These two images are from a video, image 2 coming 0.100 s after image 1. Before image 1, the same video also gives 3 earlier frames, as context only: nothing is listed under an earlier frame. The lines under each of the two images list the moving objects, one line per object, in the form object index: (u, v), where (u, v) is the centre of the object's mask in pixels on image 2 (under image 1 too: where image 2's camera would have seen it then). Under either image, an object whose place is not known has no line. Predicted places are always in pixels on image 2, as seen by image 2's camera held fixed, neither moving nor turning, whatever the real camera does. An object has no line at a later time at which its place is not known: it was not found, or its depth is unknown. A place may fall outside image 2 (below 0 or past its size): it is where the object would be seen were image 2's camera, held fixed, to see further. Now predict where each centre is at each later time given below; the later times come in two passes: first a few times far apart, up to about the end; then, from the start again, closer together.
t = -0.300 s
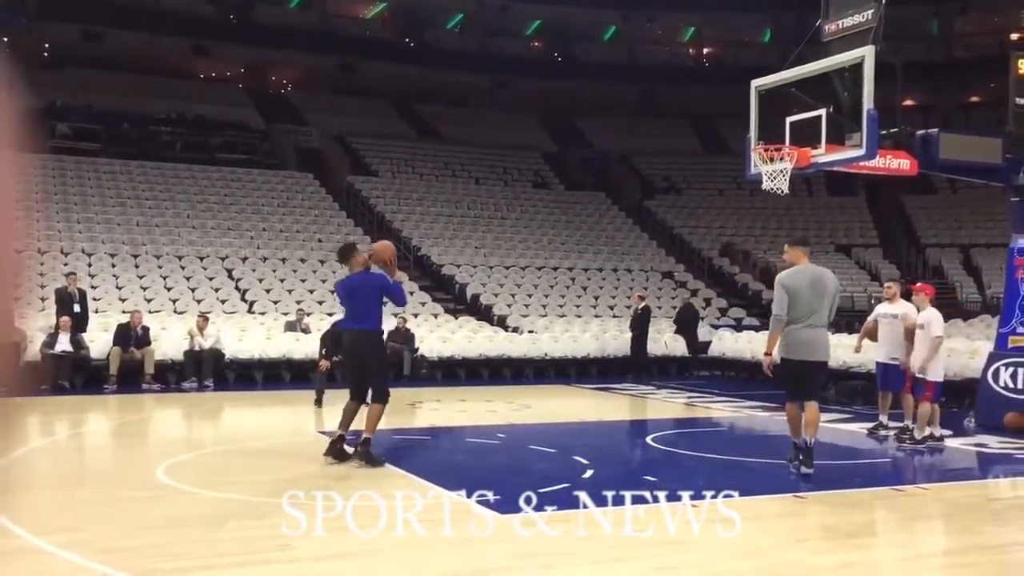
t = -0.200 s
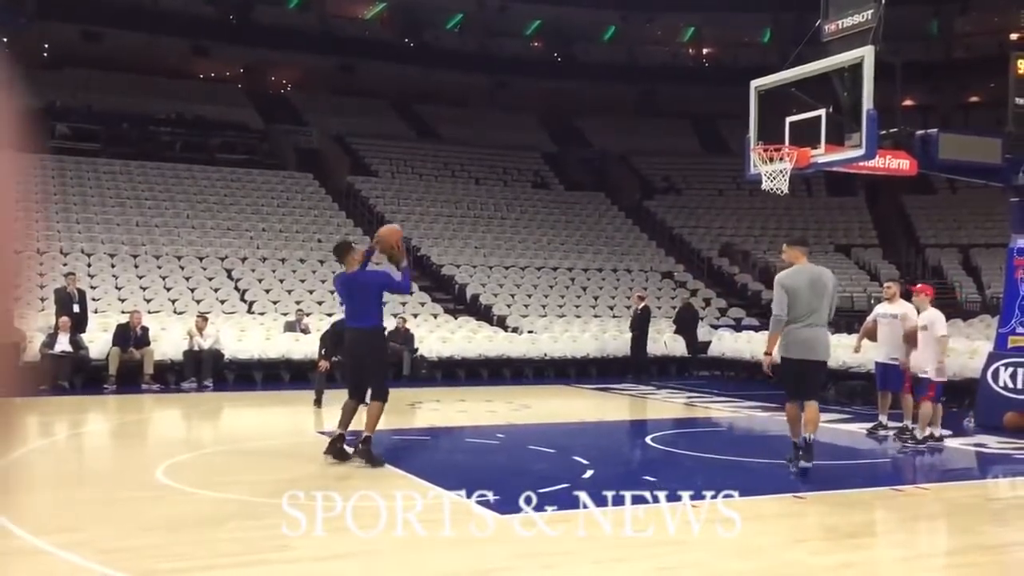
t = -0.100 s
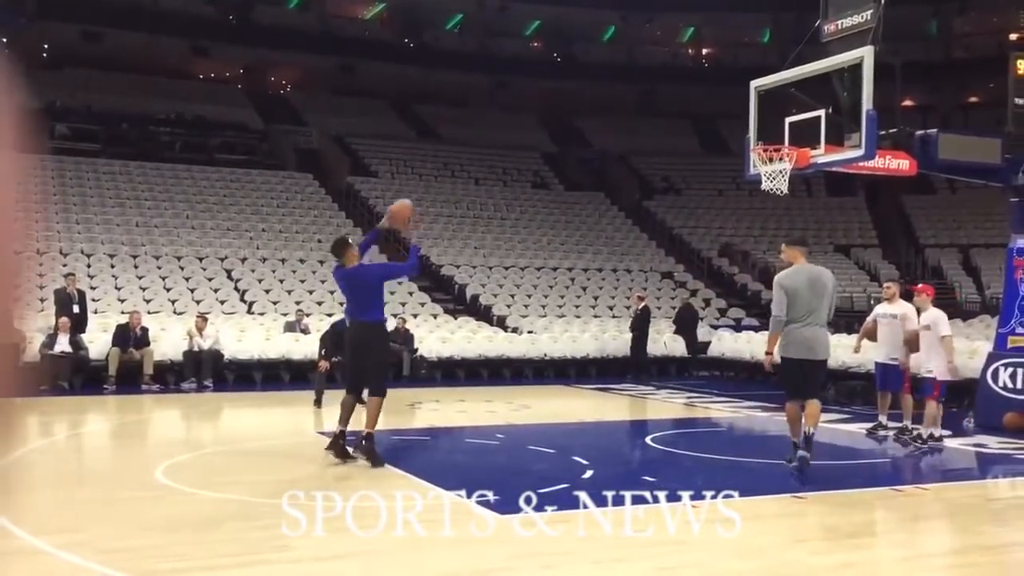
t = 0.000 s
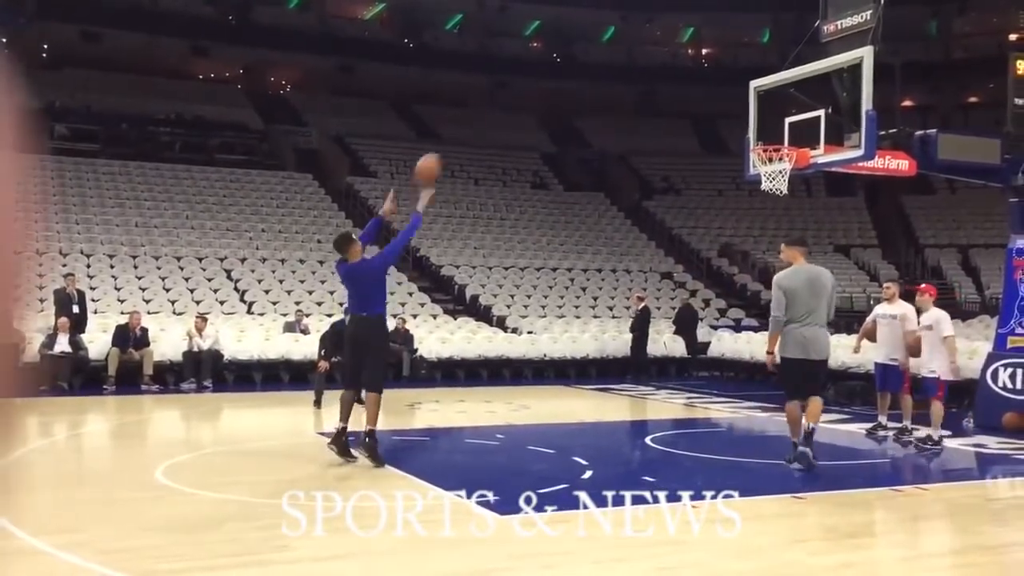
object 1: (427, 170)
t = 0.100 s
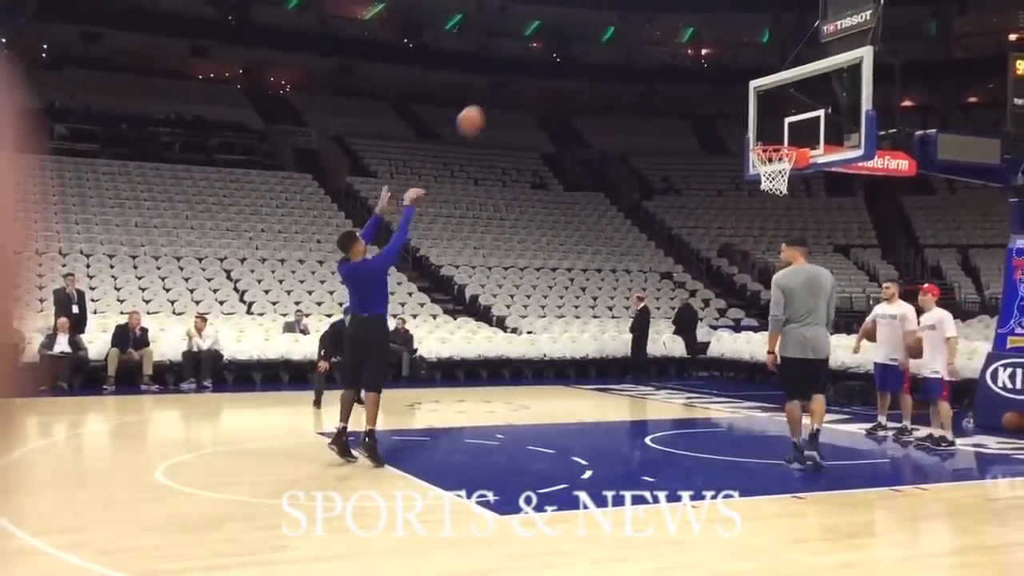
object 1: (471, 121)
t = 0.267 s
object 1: (537, 66)
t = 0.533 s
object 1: (634, 41)
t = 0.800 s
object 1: (720, 85)
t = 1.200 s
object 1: (789, 231)
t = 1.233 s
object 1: (790, 246)
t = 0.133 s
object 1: (484, 107)
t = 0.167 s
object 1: (498, 95)
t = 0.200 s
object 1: (511, 85)
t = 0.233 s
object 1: (524, 75)
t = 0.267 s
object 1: (537, 66)
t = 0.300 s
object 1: (549, 60)
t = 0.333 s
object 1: (562, 54)
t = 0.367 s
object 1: (575, 49)
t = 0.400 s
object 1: (587, 45)
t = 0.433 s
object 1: (599, 43)
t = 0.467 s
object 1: (610, 41)
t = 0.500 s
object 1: (622, 40)
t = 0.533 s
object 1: (634, 41)
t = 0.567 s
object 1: (645, 43)
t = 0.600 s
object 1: (656, 46)
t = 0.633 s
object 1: (666, 50)
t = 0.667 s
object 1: (677, 55)
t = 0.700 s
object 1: (688, 61)
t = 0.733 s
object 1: (698, 68)
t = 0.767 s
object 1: (709, 76)
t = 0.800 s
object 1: (720, 85)
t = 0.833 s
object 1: (729, 95)
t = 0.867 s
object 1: (739, 105)
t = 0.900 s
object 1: (749, 117)
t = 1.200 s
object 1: (789, 231)
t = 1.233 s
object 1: (790, 246)
